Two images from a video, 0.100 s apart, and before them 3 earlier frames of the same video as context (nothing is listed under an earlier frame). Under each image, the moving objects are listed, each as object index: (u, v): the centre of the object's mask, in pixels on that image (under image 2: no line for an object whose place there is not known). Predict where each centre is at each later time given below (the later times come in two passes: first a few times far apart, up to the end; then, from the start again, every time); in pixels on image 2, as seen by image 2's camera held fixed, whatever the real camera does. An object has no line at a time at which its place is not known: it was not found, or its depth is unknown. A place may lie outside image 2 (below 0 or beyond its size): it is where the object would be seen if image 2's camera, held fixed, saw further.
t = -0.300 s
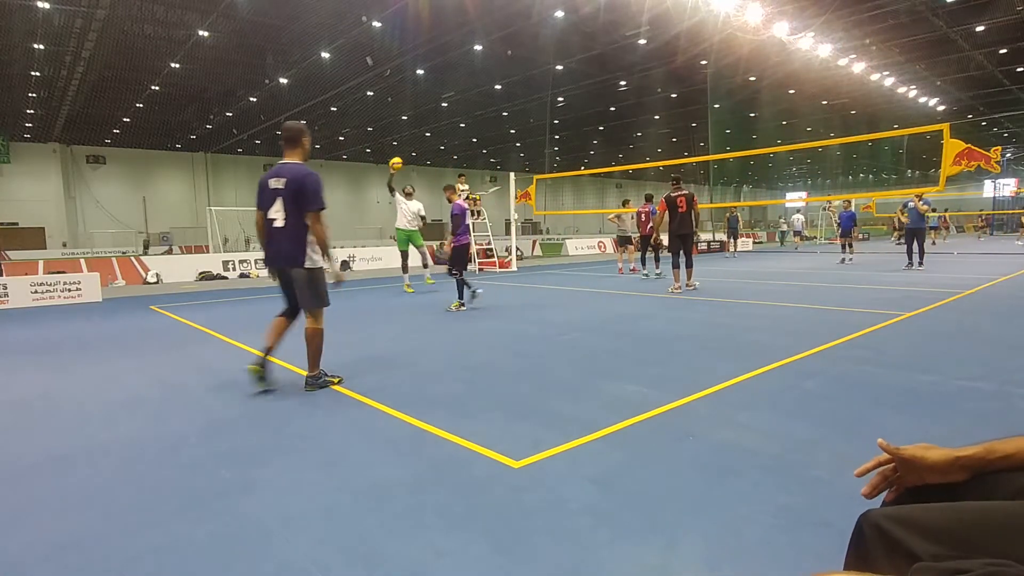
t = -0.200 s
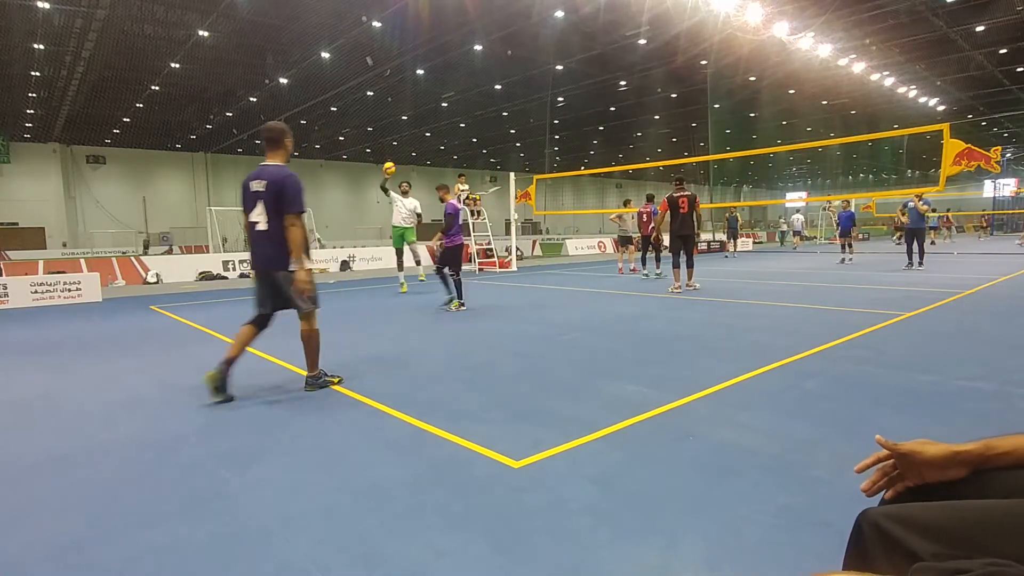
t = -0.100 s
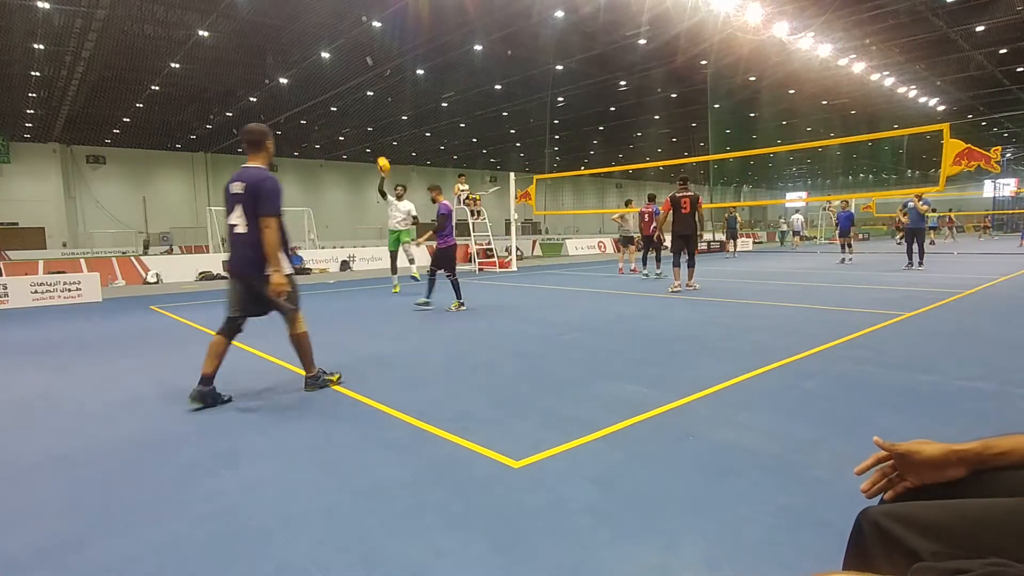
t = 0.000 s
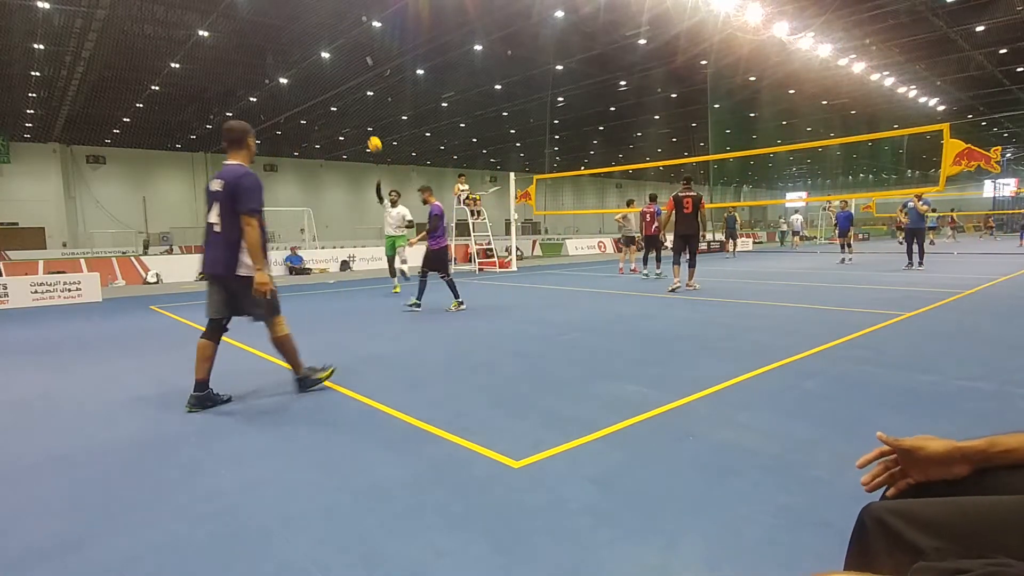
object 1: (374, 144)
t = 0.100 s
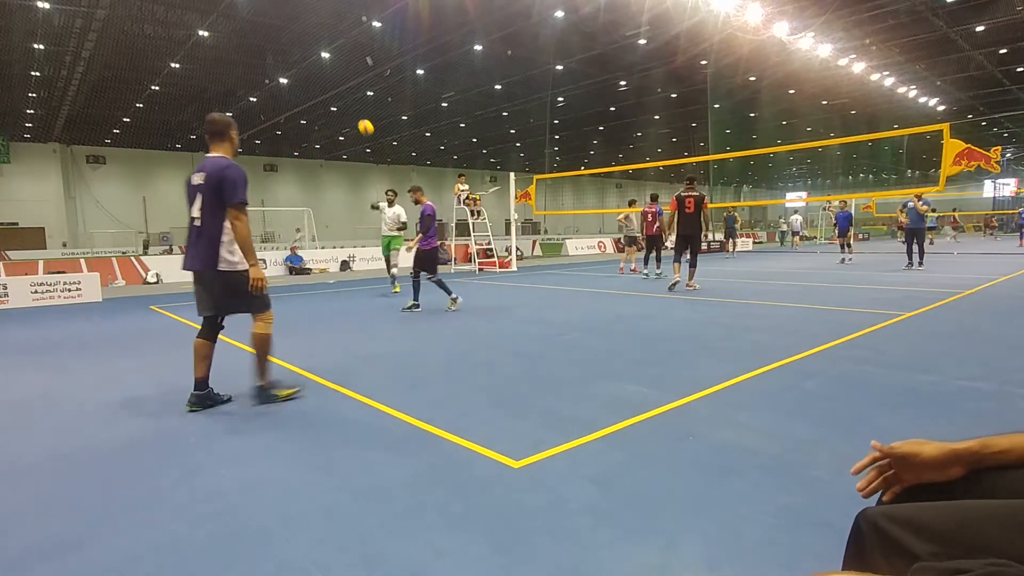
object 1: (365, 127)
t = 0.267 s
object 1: (347, 108)
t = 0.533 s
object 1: (309, 118)
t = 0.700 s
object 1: (275, 164)
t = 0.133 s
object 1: (362, 122)
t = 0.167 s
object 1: (358, 118)
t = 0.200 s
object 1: (355, 114)
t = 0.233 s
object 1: (351, 111)
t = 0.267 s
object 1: (347, 108)
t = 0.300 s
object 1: (343, 107)
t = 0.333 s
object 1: (338, 105)
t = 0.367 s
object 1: (334, 105)
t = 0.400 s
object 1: (330, 106)
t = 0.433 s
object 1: (325, 107)
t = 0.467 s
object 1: (320, 108)
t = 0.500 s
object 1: (315, 114)
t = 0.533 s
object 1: (309, 118)
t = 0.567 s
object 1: (303, 124)
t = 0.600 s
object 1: (297, 132)
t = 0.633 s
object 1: (290, 141)
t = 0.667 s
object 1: (283, 152)
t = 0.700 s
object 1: (275, 164)
